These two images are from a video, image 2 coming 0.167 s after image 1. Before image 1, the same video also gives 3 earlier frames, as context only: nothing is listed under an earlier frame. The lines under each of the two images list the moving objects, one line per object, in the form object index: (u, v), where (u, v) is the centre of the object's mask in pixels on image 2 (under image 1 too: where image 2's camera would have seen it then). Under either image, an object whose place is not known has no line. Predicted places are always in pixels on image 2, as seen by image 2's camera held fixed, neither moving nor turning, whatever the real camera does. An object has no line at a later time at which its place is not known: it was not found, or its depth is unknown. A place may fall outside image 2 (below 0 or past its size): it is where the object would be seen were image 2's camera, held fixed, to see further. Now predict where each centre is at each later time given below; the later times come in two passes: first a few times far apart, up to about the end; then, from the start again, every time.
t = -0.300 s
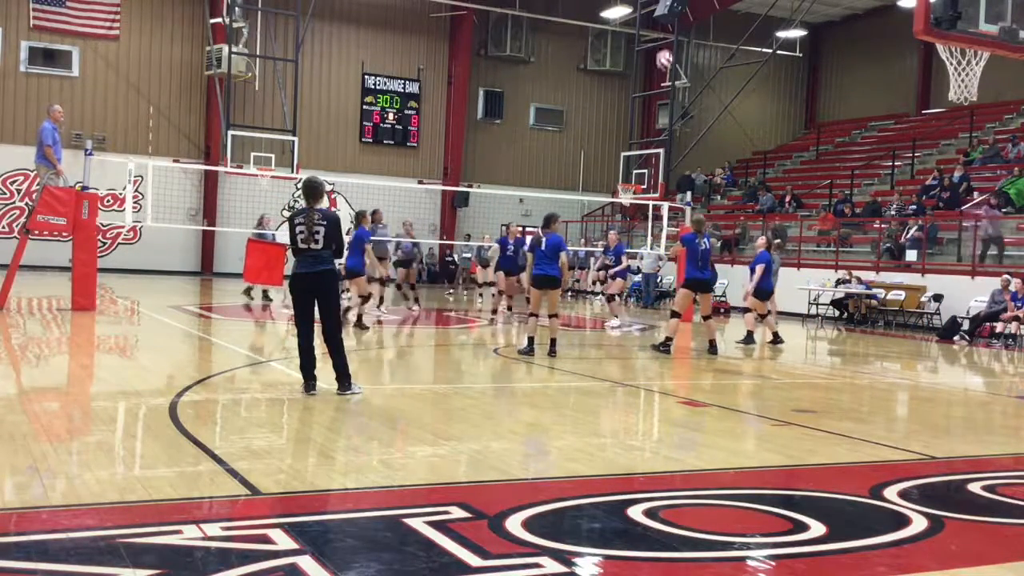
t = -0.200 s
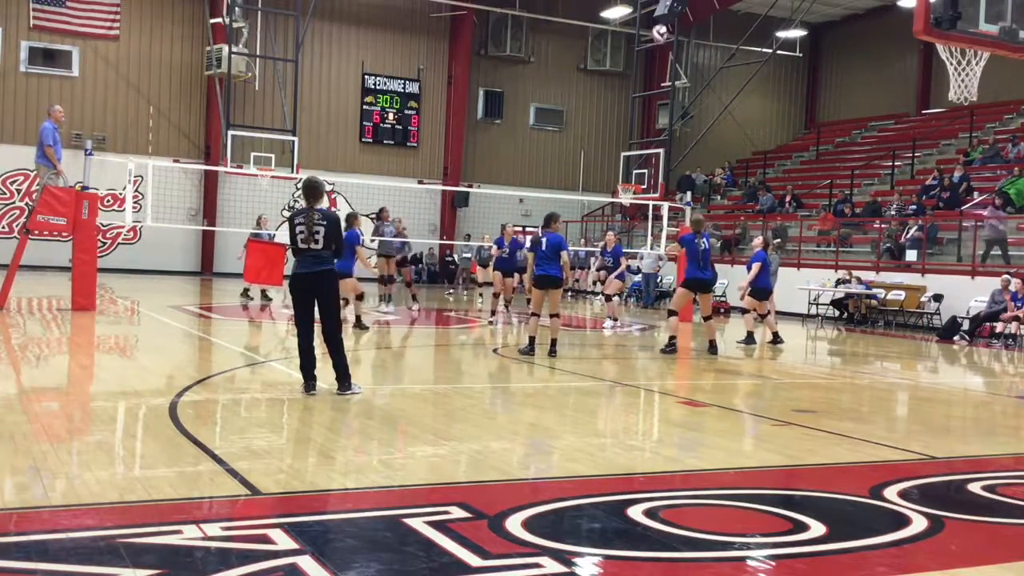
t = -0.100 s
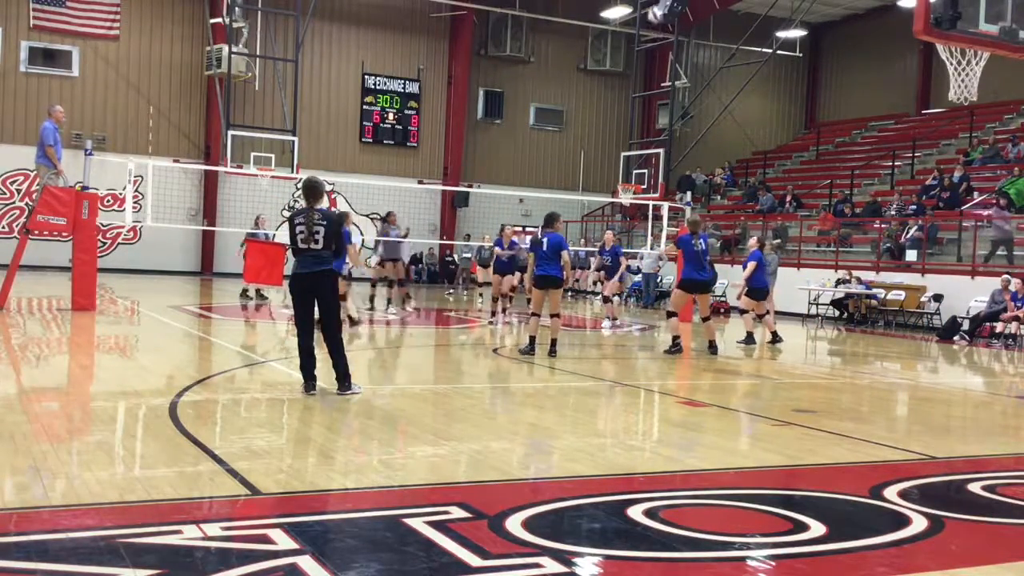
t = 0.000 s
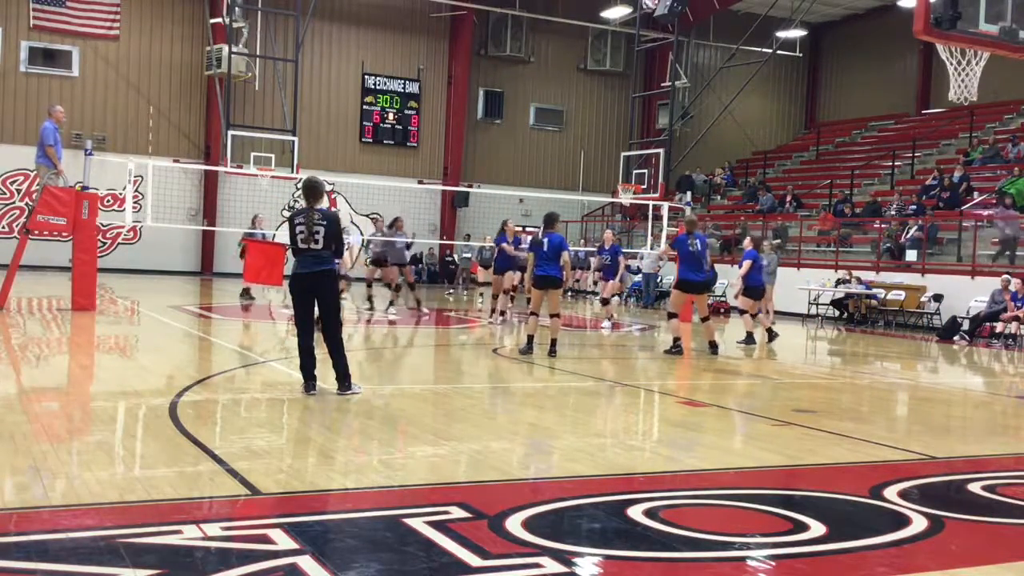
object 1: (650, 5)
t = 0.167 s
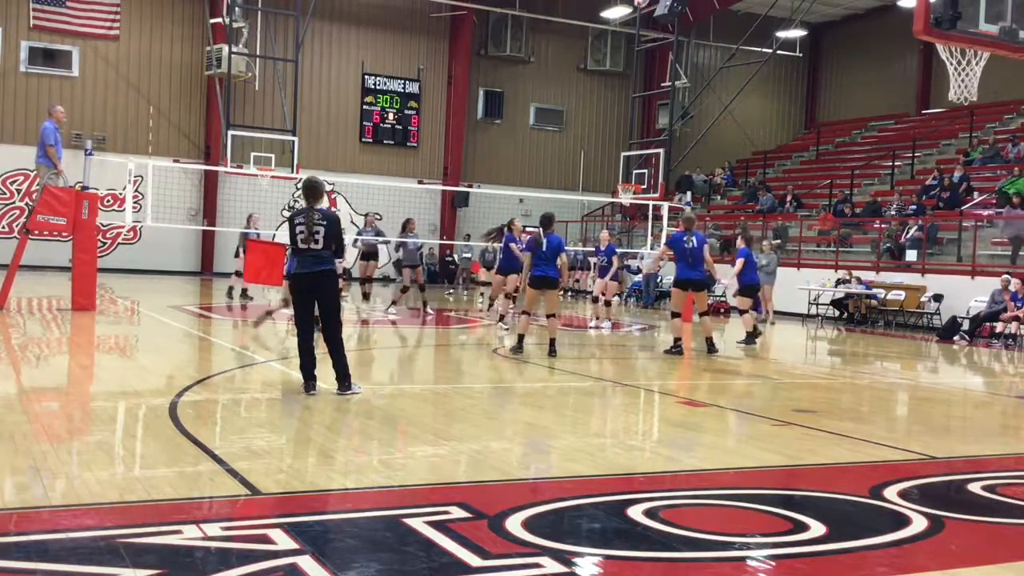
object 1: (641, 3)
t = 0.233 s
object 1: (638, 4)
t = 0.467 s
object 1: (623, 39)
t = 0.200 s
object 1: (638, 3)
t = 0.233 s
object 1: (638, 4)
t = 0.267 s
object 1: (636, 3)
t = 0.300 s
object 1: (633, 9)
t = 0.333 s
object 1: (632, 15)
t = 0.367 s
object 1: (629, 20)
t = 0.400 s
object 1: (627, 25)
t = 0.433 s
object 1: (626, 31)
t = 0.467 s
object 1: (623, 39)
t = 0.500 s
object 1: (621, 47)
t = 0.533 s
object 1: (619, 55)
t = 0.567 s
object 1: (617, 64)
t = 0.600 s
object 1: (615, 73)
